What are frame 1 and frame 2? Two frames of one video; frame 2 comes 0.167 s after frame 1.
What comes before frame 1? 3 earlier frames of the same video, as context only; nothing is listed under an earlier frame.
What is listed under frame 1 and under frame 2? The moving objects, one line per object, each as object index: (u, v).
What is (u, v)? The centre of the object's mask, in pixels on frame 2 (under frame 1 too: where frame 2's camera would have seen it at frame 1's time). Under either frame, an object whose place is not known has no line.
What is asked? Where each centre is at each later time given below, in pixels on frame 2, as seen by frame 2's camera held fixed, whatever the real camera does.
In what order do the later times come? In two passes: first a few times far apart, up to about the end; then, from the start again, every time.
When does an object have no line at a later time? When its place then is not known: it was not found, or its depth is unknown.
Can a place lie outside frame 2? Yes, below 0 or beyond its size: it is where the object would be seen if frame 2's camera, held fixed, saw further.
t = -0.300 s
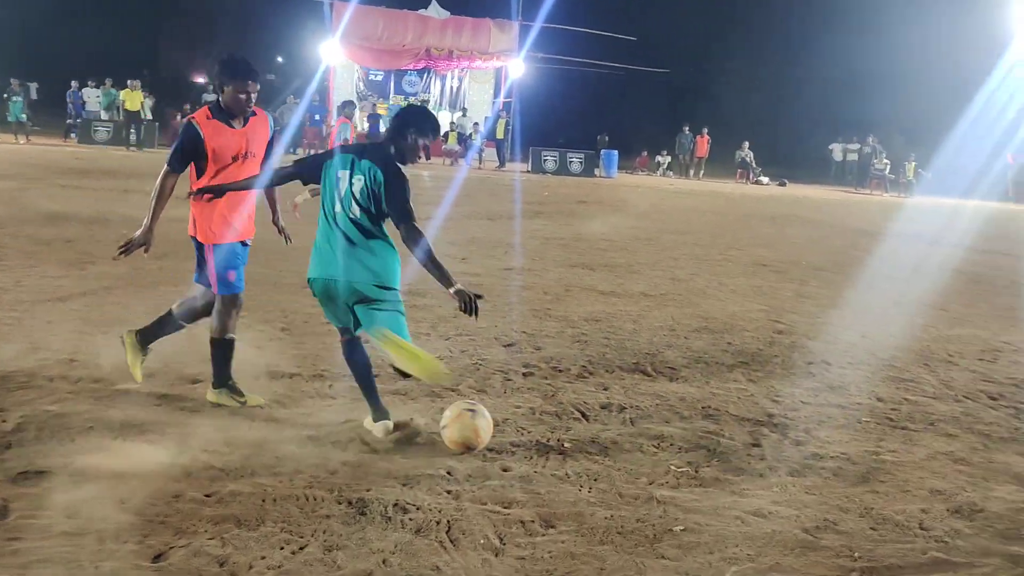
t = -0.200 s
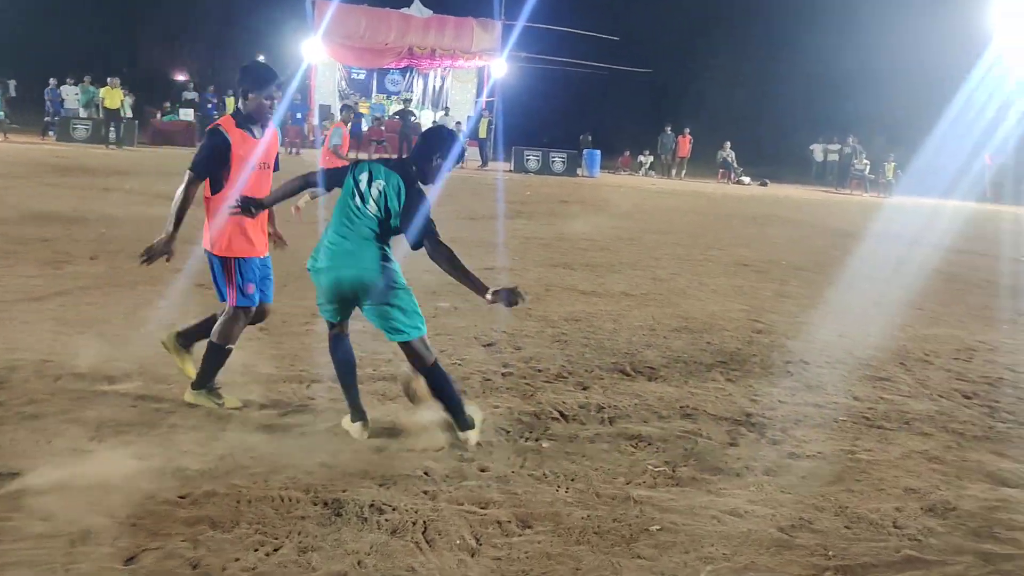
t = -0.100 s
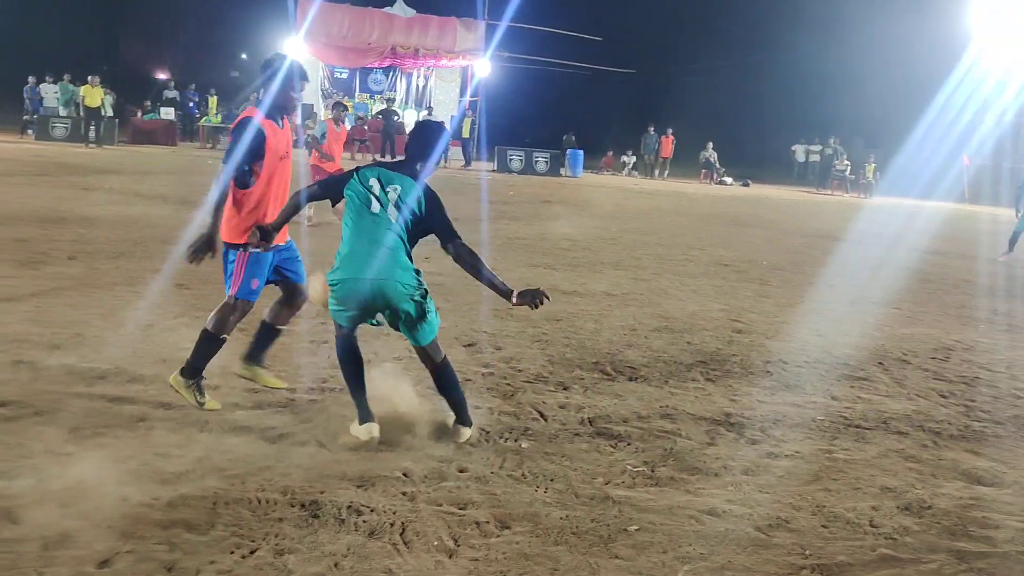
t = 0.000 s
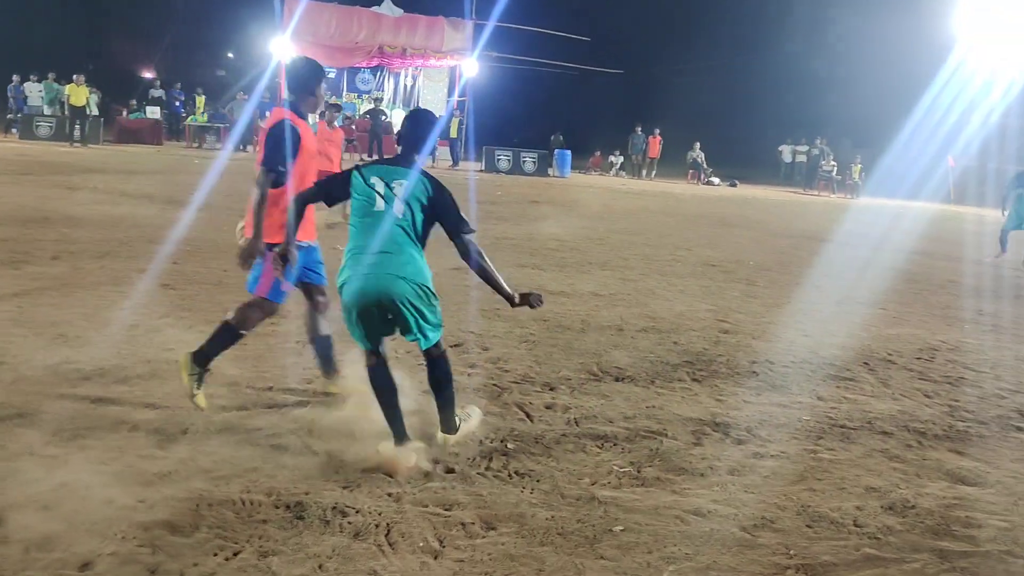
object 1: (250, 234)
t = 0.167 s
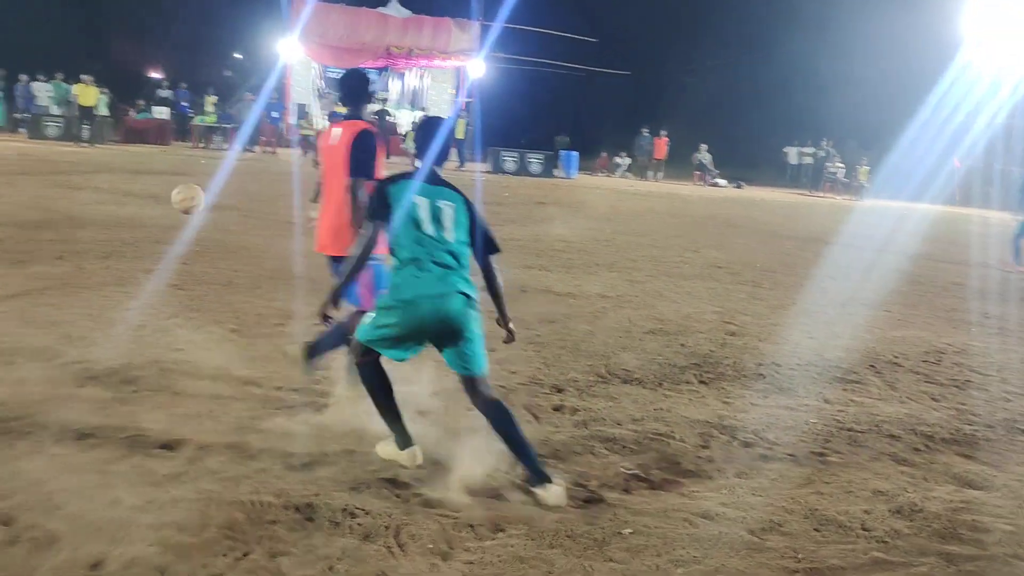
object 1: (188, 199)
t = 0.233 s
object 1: (165, 198)
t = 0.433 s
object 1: (105, 228)
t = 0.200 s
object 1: (176, 198)
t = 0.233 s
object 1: (165, 198)
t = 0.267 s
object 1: (154, 200)
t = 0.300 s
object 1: (142, 204)
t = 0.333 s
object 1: (133, 208)
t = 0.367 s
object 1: (124, 214)
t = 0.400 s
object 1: (114, 221)
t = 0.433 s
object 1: (105, 228)
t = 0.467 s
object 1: (97, 231)
